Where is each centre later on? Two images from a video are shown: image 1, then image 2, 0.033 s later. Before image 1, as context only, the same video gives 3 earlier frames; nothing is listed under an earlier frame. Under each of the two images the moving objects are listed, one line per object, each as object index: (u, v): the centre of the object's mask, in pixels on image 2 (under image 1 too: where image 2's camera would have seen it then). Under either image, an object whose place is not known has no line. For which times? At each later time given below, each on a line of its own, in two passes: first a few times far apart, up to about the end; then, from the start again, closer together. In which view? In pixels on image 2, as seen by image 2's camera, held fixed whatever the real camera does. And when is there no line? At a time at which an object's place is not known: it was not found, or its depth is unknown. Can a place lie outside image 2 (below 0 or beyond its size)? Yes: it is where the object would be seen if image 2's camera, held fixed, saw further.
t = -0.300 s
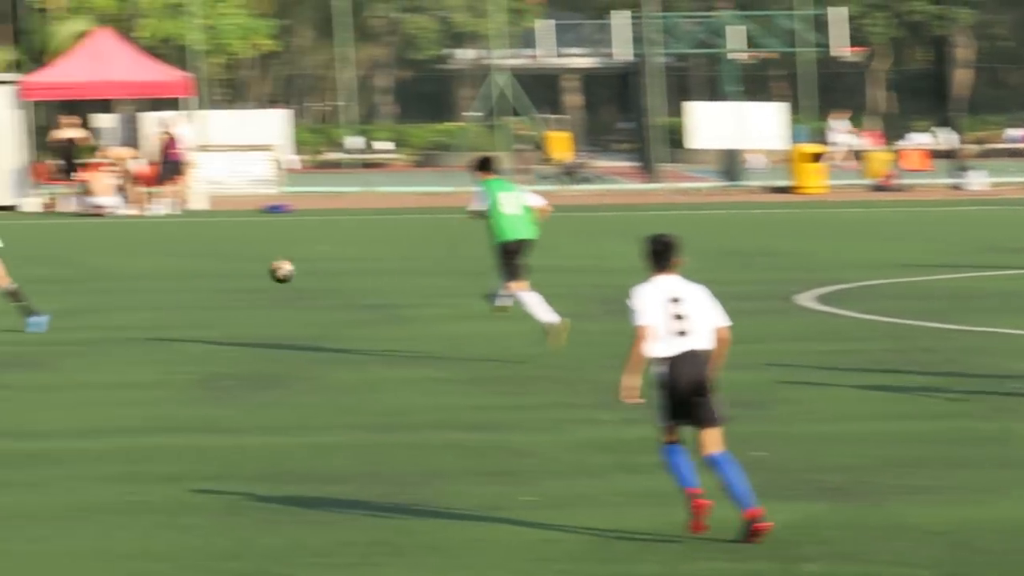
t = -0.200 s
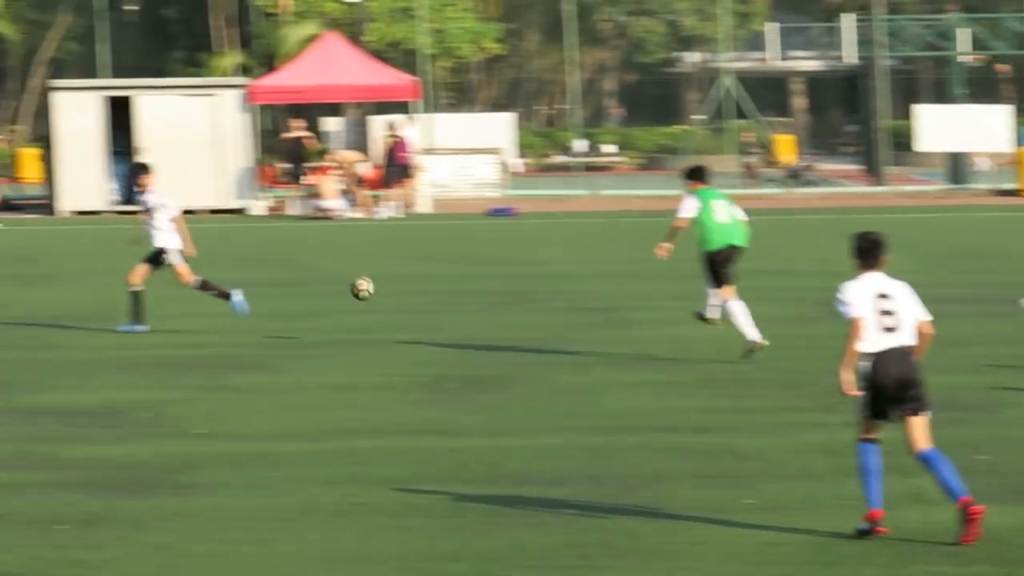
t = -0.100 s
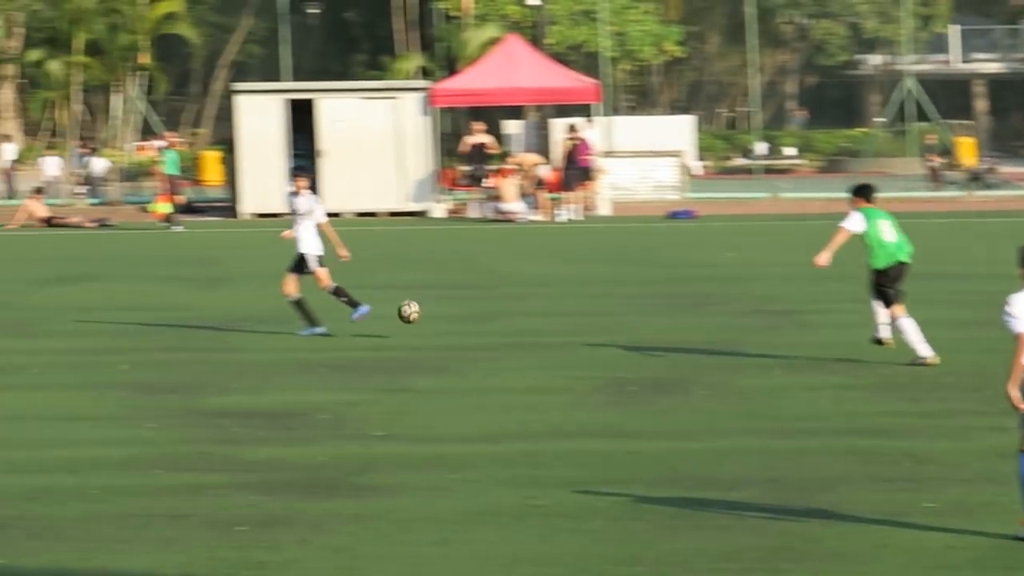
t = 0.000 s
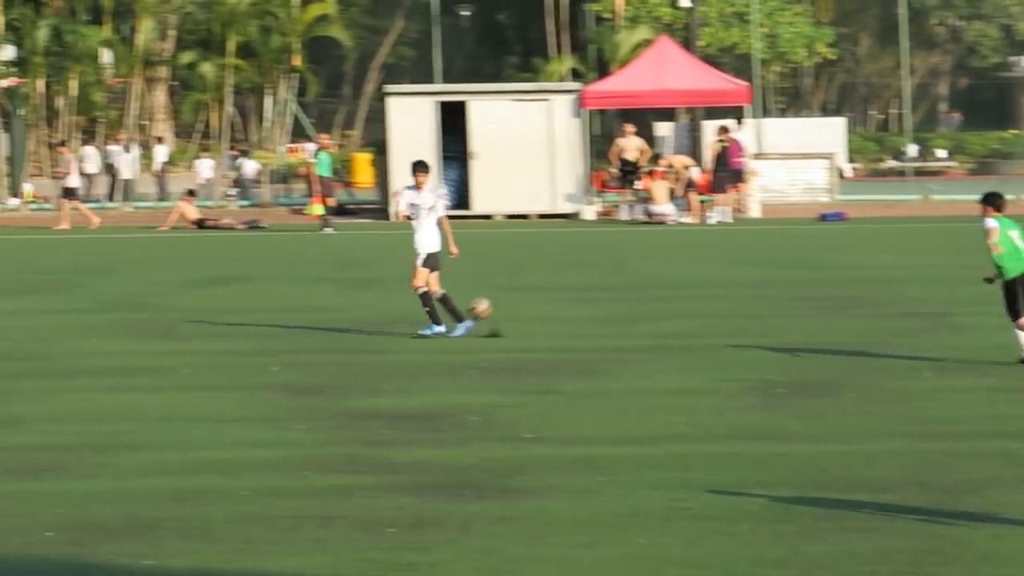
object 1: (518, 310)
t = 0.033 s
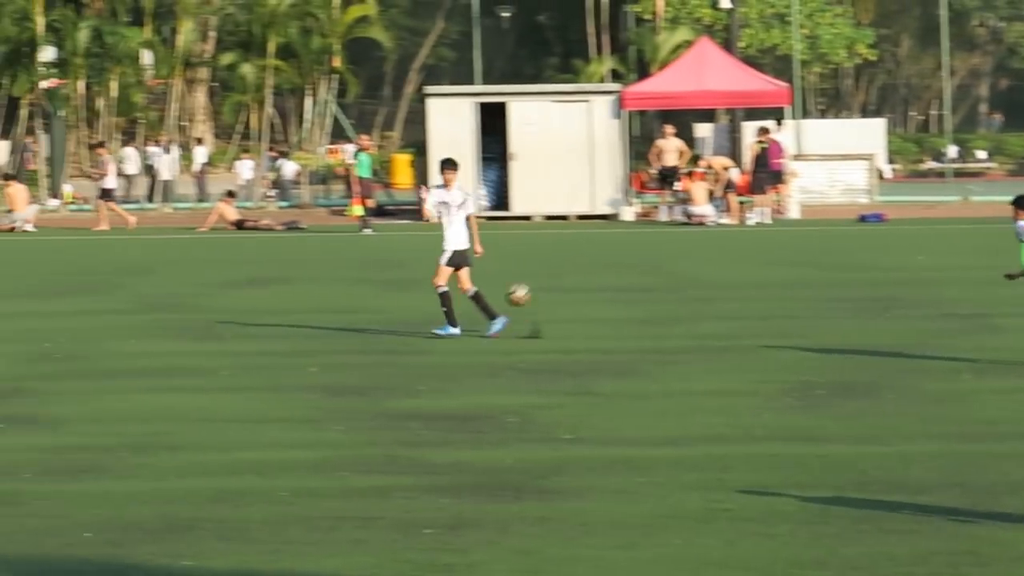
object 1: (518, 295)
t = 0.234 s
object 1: (516, 238)
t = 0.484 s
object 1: (506, 233)
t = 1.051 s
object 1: (443, 250)
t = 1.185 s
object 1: (418, 253)
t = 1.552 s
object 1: (358, 267)
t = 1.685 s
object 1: (338, 267)
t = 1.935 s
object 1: (302, 271)
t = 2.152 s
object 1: (272, 268)
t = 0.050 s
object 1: (517, 288)
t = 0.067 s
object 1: (518, 282)
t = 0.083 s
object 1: (517, 276)
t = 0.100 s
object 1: (518, 271)
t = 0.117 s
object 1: (518, 265)
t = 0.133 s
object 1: (517, 261)
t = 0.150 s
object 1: (517, 256)
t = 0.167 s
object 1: (517, 252)
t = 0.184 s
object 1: (516, 248)
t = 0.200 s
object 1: (516, 245)
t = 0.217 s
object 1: (516, 241)
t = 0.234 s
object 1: (516, 238)
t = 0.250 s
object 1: (516, 236)
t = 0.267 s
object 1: (514, 234)
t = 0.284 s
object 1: (513, 233)
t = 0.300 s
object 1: (513, 231)
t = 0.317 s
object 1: (512, 229)
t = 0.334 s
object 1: (511, 228)
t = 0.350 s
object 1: (510, 228)
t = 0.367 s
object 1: (510, 227)
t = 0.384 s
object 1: (509, 227)
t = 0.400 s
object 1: (508, 227)
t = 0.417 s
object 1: (508, 228)
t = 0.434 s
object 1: (508, 228)
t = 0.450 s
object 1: (507, 229)
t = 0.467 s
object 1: (506, 231)
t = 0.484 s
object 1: (506, 233)
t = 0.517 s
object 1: (506, 237)
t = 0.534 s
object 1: (505, 239)
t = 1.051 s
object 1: (443, 250)
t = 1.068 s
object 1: (440, 250)
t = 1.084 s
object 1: (437, 249)
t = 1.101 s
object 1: (433, 249)
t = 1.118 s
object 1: (430, 250)
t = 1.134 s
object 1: (427, 250)
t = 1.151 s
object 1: (425, 251)
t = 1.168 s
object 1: (421, 252)
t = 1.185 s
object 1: (418, 253)
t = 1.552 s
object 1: (358, 267)
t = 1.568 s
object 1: (355, 266)
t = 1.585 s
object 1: (352, 265)
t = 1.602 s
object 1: (350, 265)
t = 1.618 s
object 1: (348, 265)
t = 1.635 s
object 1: (345, 265)
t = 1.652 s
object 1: (343, 265)
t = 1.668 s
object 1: (340, 266)
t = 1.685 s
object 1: (338, 267)
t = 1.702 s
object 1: (336, 268)
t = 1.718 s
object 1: (333, 269)
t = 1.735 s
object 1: (331, 271)
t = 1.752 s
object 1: (329, 273)
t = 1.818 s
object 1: (319, 278)
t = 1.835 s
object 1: (317, 276)
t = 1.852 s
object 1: (315, 275)
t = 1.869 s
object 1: (312, 274)
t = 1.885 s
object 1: (310, 273)
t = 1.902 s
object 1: (307, 272)
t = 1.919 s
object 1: (305, 271)
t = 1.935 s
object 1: (302, 271)
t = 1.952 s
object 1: (300, 270)
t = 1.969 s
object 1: (297, 271)
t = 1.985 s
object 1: (295, 271)
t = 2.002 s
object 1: (292, 272)
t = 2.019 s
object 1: (290, 273)
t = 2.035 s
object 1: (288, 274)
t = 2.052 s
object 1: (285, 274)
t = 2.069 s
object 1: (283, 274)
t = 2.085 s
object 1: (281, 273)
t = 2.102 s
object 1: (279, 272)
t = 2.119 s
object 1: (277, 270)
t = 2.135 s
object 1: (274, 269)
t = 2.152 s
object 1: (272, 268)
